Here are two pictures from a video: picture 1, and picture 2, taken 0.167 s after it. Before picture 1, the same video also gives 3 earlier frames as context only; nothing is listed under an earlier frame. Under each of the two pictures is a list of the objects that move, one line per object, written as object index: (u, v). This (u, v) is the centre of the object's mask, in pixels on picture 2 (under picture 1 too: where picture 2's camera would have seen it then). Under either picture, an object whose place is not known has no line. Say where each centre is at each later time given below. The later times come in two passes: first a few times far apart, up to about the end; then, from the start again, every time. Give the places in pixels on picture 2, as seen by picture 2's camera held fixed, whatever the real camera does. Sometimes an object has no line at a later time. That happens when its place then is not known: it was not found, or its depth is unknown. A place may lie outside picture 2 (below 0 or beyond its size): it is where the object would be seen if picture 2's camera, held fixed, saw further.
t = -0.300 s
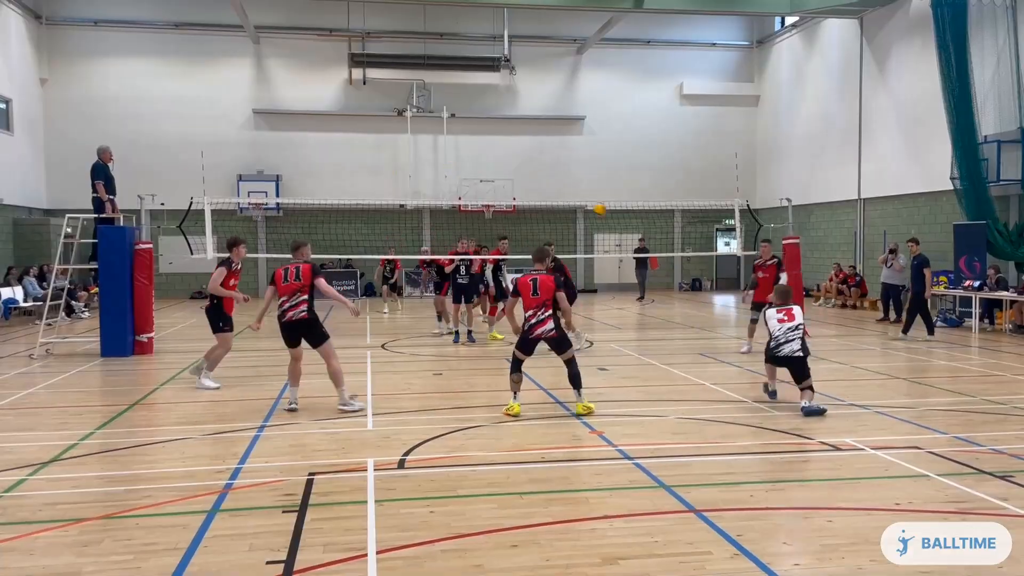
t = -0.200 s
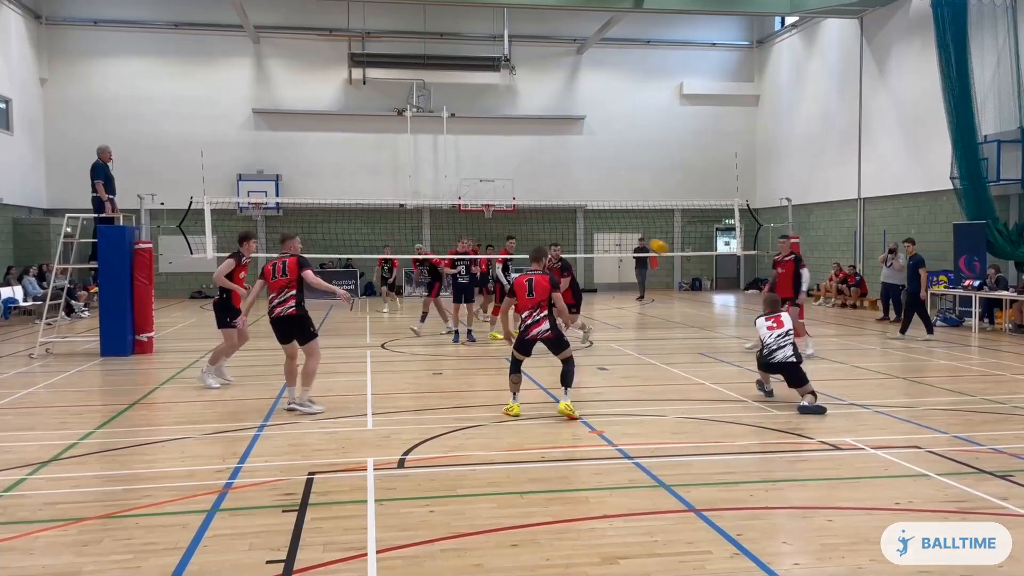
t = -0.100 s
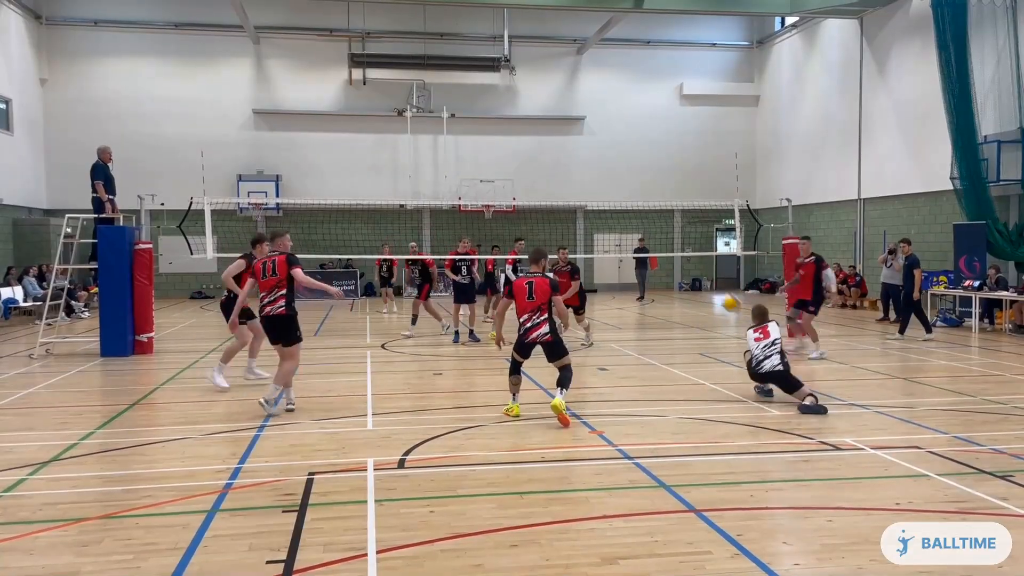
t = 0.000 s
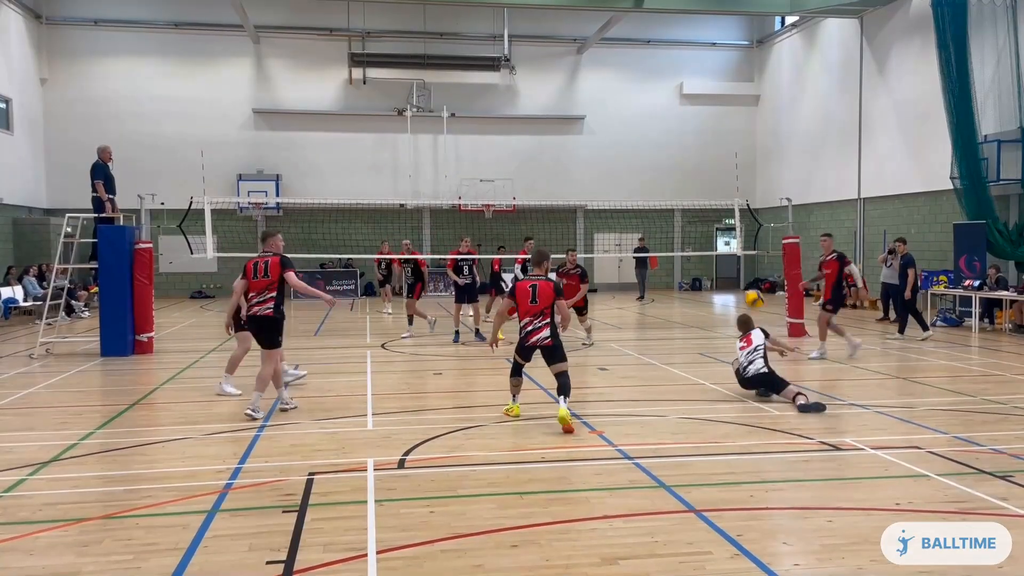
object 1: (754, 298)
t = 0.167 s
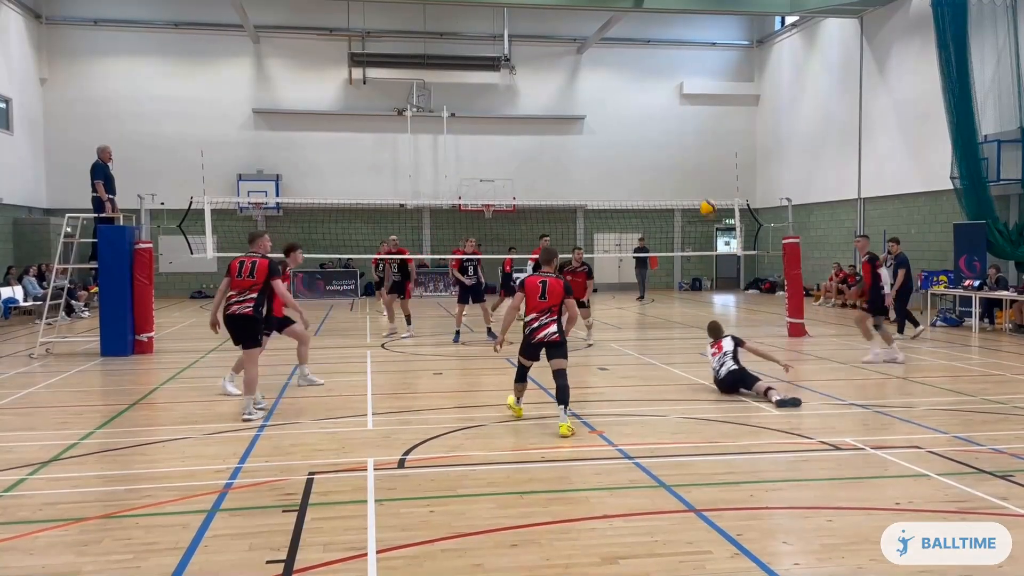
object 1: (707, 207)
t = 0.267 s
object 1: (683, 168)
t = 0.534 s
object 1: (624, 106)
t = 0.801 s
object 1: (575, 96)
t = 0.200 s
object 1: (699, 193)
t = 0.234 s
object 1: (690, 180)
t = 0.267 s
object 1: (683, 168)
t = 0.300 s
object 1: (674, 156)
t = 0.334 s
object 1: (667, 146)
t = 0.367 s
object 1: (659, 136)
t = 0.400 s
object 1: (652, 129)
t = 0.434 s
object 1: (645, 122)
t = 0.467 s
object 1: (638, 115)
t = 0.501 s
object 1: (631, 110)
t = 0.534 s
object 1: (624, 106)
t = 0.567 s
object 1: (618, 101)
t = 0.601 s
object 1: (611, 98)
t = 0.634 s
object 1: (605, 96)
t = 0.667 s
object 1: (599, 95)
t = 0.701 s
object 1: (593, 94)
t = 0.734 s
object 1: (587, 94)
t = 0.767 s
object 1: (581, 95)
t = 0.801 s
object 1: (575, 96)
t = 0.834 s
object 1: (570, 98)
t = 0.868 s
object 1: (564, 101)
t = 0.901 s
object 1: (559, 104)
